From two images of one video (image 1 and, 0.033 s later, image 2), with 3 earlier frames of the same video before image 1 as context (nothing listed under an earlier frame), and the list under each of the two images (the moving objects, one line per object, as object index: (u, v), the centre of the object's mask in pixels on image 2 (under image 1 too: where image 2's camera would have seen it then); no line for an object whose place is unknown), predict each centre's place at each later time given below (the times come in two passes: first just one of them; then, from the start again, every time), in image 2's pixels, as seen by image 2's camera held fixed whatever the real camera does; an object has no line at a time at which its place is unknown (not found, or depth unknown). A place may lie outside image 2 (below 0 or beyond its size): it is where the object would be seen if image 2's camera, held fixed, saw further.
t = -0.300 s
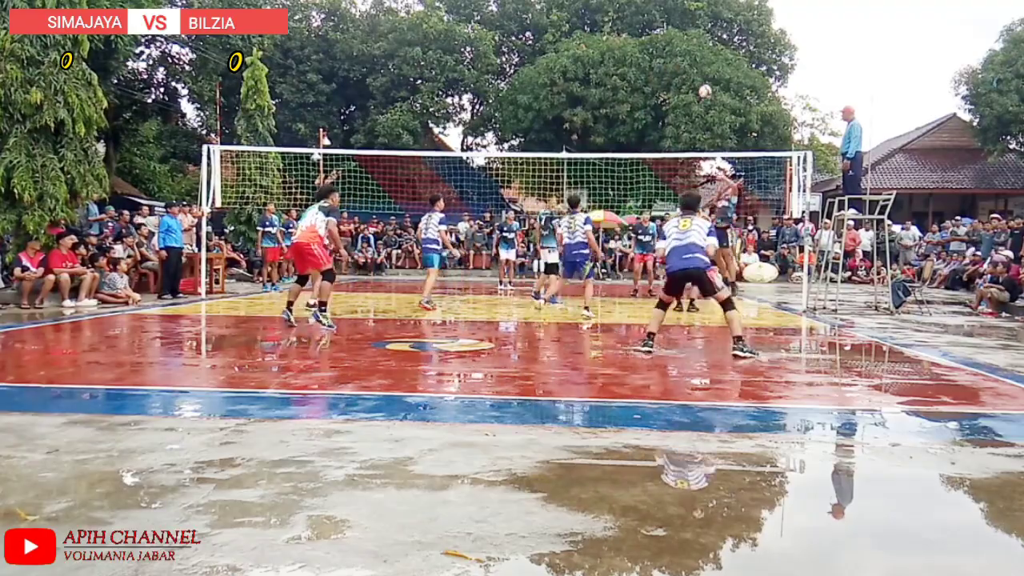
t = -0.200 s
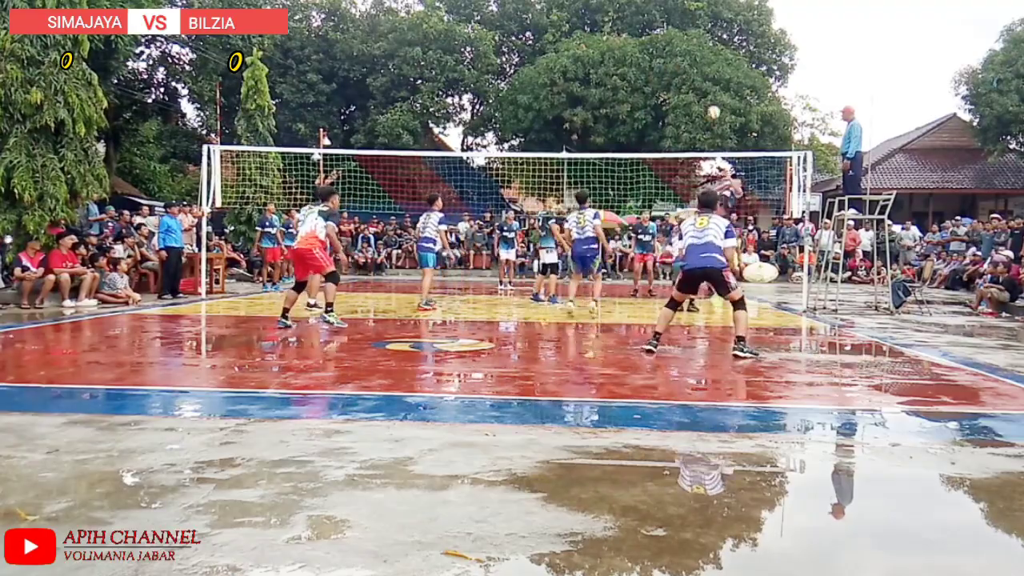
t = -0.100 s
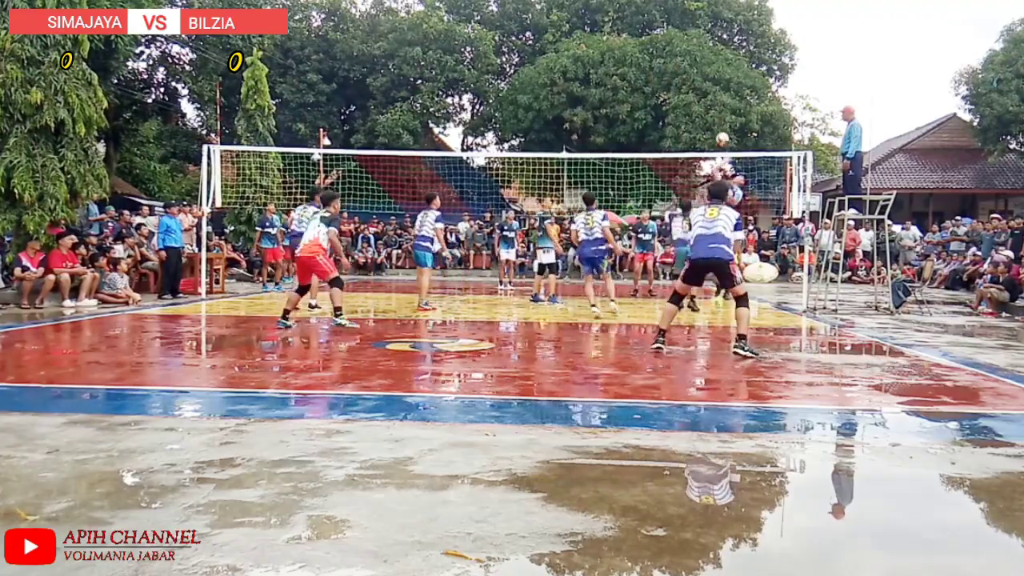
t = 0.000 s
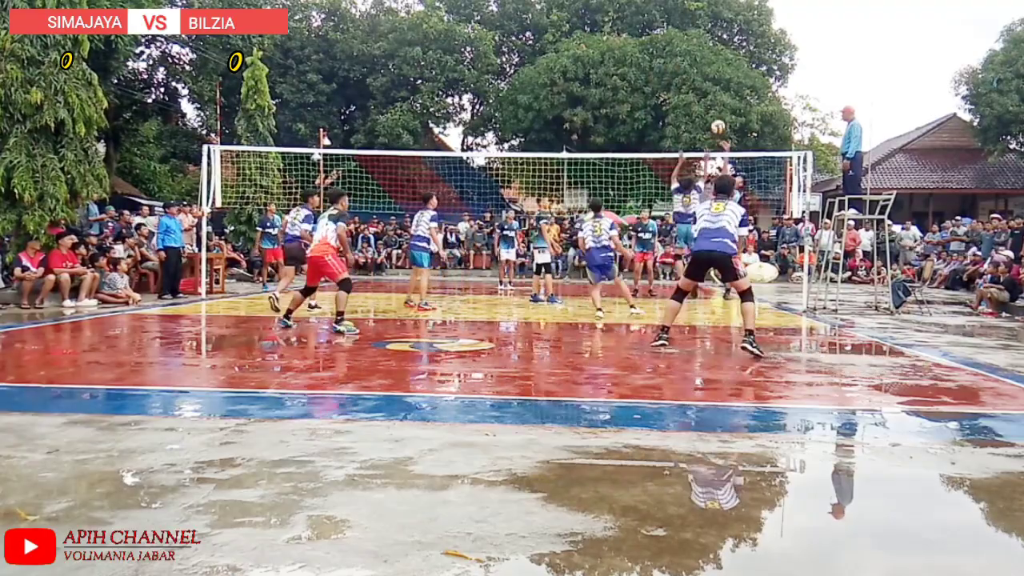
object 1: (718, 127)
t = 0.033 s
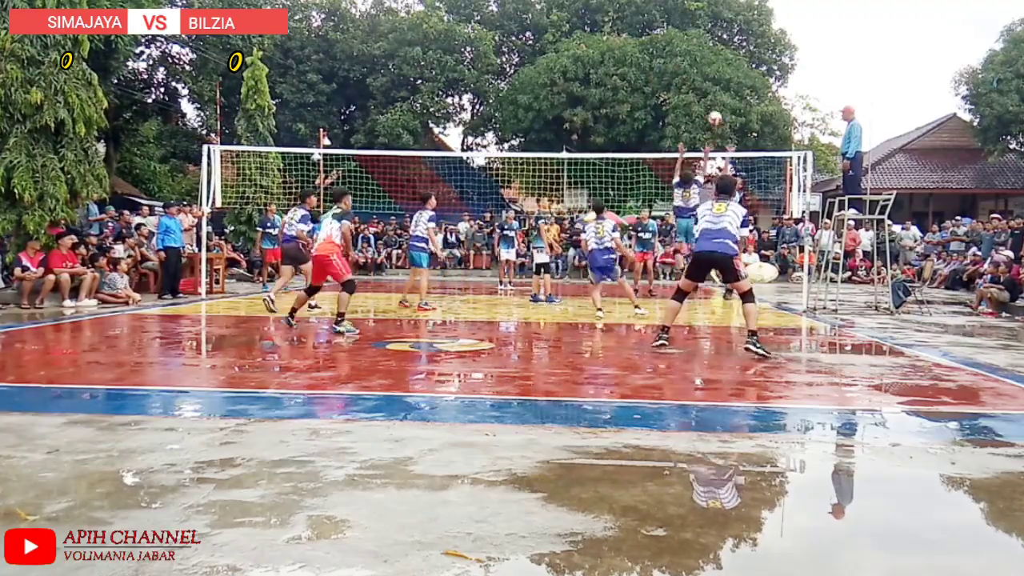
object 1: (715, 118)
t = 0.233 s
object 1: (695, 82)
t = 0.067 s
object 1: (712, 110)
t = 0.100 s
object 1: (708, 103)
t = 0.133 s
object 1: (705, 97)
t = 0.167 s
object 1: (702, 91)
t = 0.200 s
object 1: (698, 87)
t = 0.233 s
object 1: (695, 82)
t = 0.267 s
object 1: (691, 78)
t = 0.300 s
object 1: (687, 75)
